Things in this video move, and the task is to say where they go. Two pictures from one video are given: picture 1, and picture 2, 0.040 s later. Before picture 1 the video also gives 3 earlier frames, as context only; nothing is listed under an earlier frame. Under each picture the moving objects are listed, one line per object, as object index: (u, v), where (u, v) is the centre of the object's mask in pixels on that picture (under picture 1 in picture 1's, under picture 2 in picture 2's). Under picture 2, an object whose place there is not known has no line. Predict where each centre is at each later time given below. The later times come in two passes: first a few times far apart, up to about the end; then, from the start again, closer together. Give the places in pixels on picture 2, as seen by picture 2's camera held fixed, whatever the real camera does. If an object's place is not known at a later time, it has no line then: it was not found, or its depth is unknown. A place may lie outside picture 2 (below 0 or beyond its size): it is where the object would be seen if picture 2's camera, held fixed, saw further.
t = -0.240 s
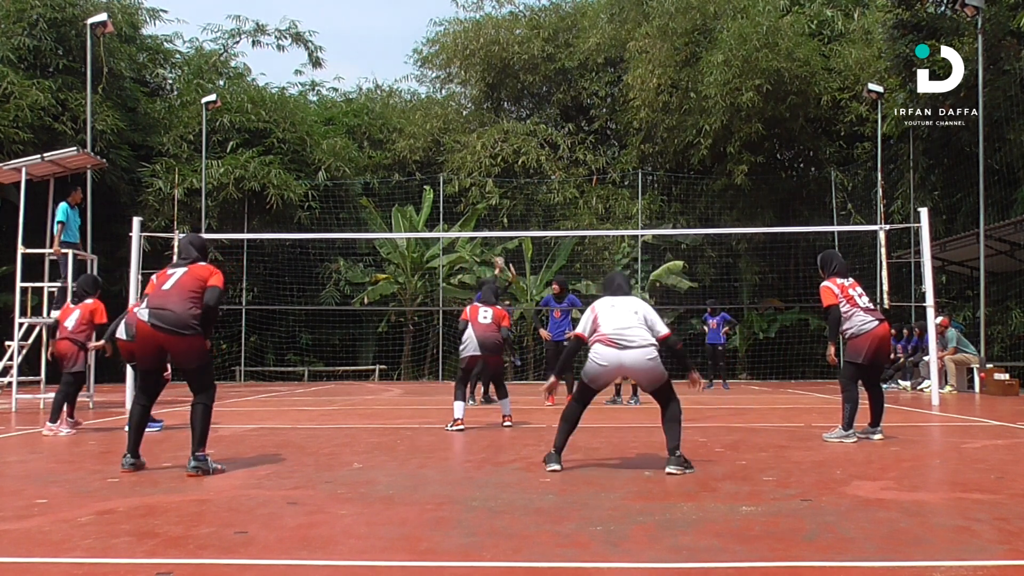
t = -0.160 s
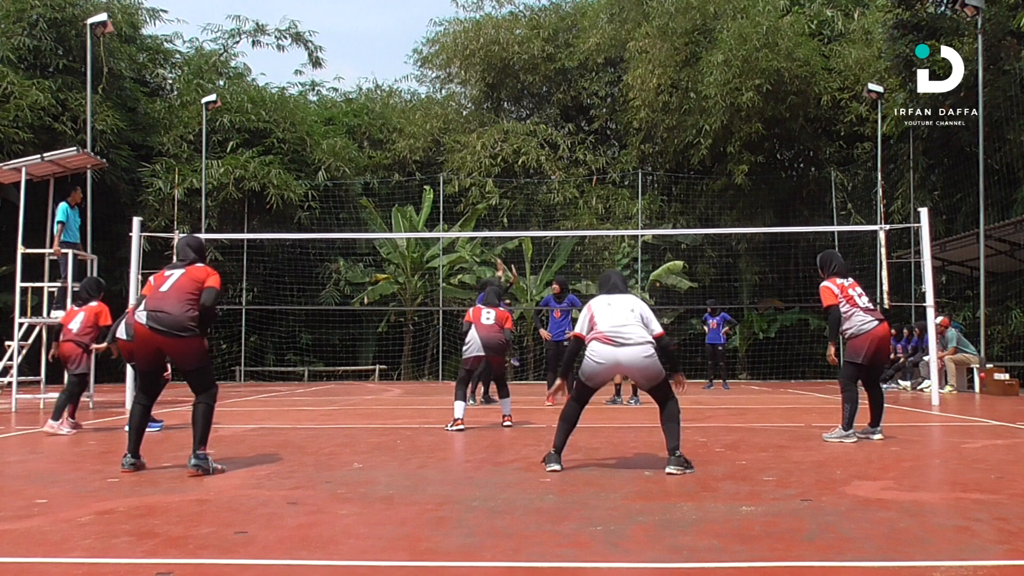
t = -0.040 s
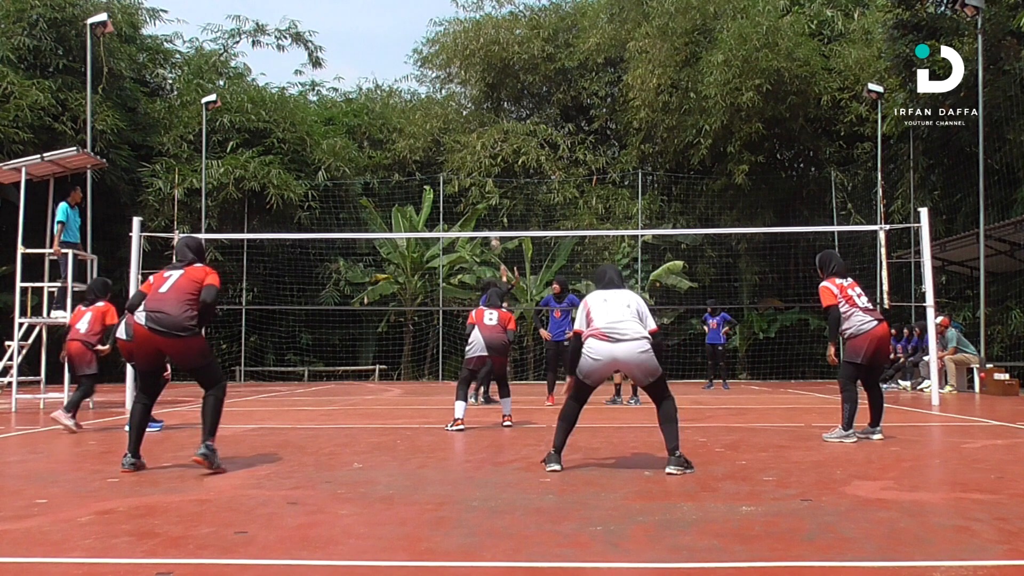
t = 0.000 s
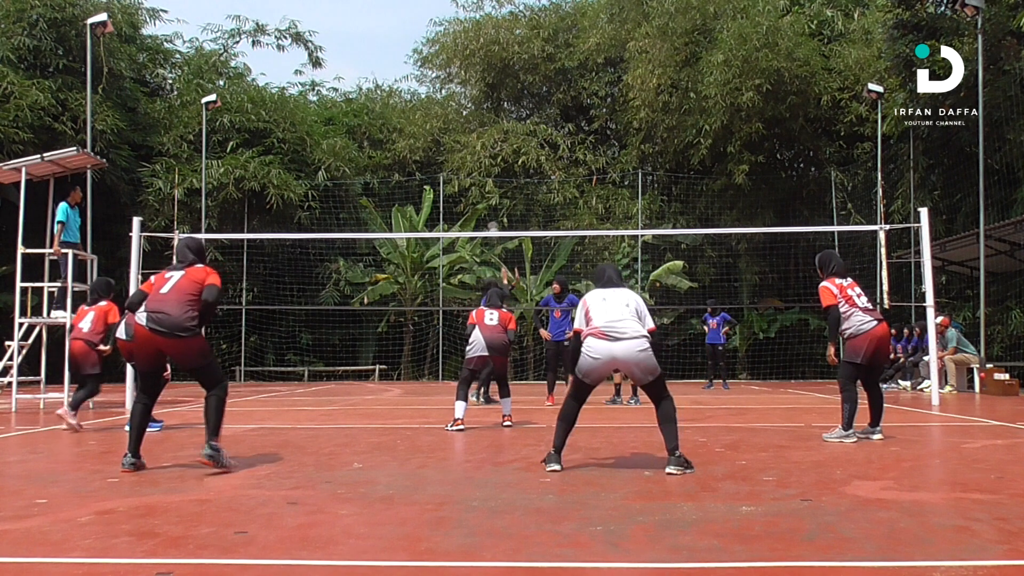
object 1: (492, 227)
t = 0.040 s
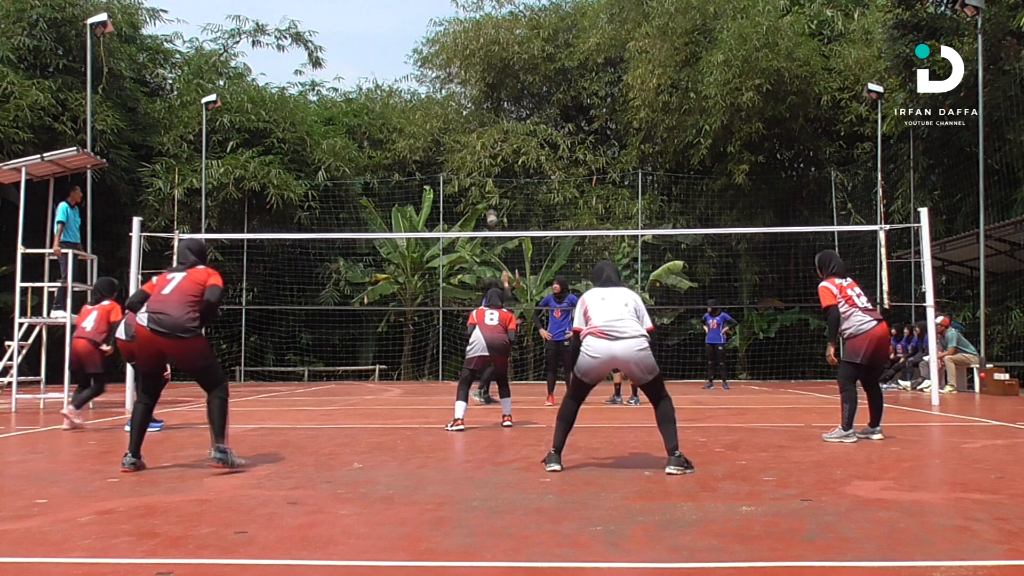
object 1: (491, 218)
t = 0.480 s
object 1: (486, 96)
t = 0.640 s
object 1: (490, 61)
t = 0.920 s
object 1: (499, 40)
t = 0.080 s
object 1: (491, 206)
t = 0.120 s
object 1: (489, 193)
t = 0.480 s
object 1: (486, 96)
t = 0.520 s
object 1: (487, 84)
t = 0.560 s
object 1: (488, 76)
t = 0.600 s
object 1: (489, 67)
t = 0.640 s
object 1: (490, 61)
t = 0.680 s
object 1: (491, 53)
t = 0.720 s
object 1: (492, 47)
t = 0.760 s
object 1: (493, 42)
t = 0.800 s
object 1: (494, 39)
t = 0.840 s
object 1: (495, 38)
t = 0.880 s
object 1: (496, 38)
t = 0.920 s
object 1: (499, 40)
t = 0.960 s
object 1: (502, 44)
